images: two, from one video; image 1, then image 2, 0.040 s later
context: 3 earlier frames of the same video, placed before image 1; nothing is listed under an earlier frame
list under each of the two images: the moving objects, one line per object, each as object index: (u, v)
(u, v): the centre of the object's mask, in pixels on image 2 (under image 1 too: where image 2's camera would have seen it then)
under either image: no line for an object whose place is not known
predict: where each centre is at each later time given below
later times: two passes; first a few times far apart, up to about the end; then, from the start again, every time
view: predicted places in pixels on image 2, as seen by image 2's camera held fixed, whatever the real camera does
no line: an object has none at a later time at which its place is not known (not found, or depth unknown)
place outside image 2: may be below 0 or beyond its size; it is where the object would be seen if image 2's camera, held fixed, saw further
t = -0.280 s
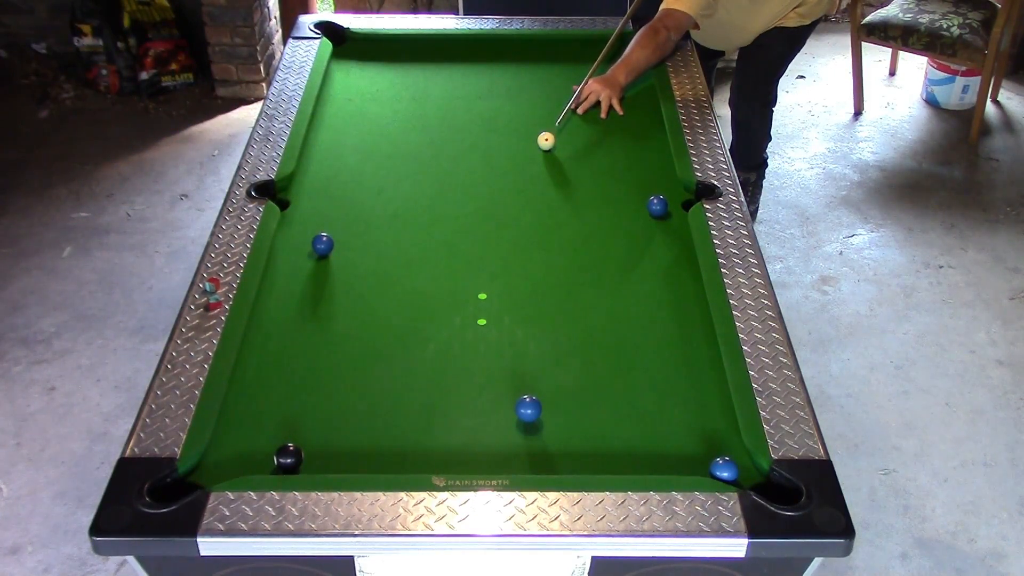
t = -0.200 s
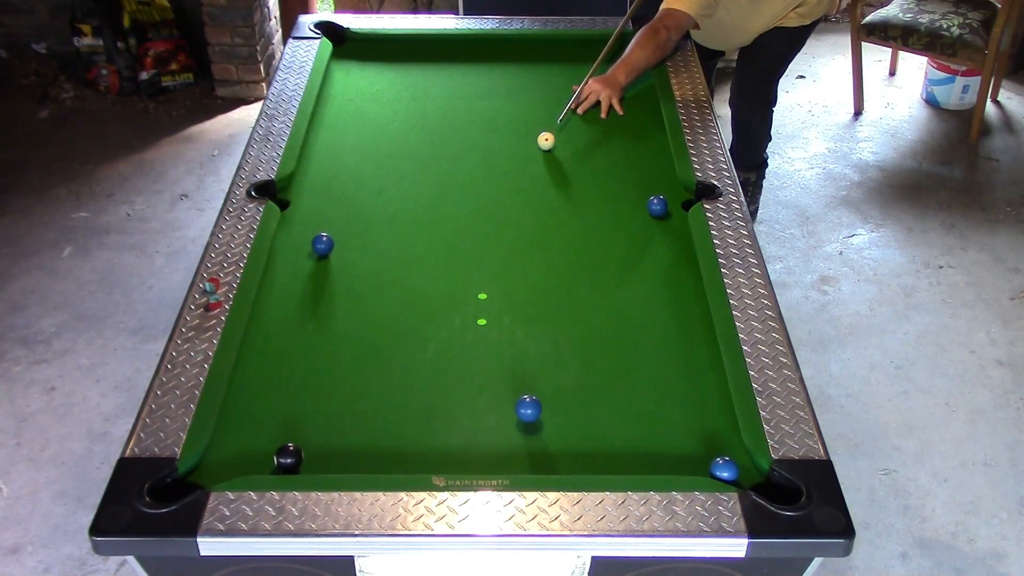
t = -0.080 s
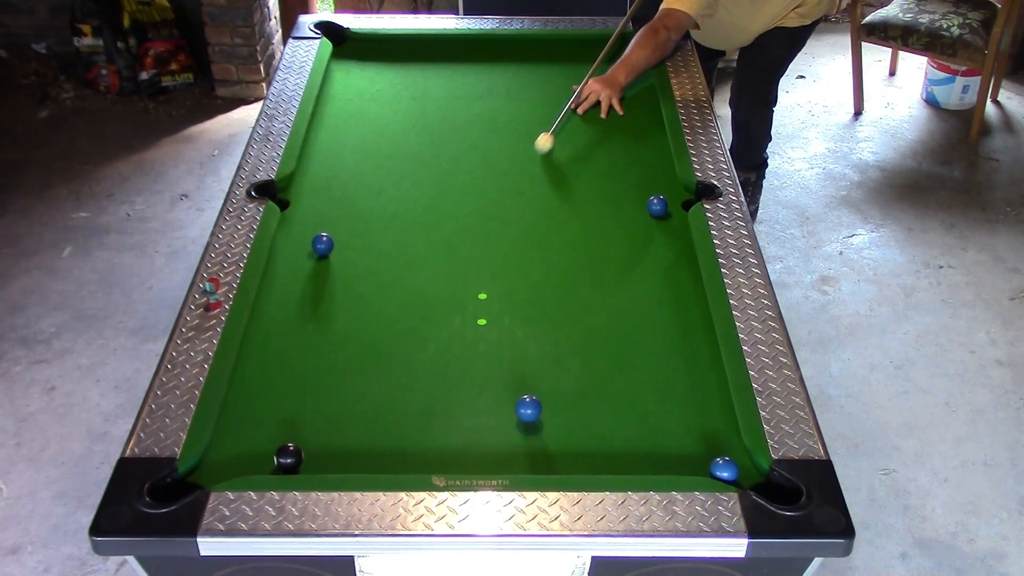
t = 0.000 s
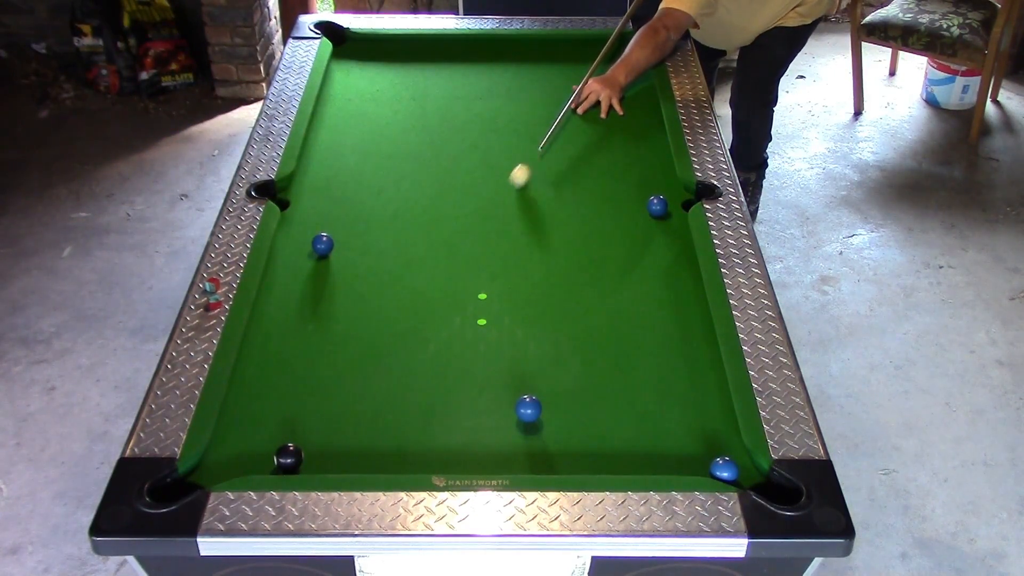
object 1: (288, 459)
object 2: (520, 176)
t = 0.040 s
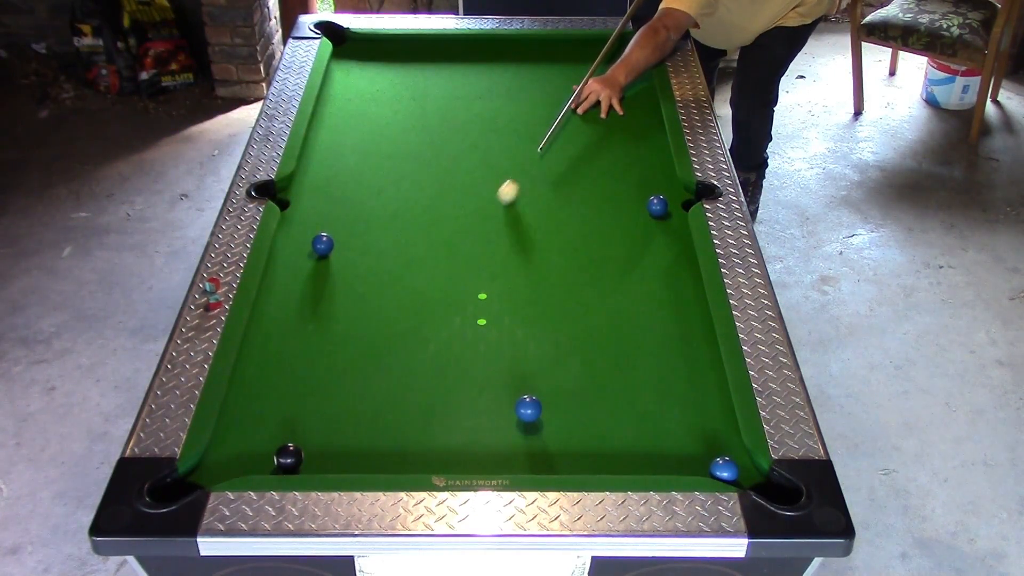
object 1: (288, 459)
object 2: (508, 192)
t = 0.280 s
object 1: (288, 459)
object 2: (430, 297)
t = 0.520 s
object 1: (288, 459)
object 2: (329, 435)
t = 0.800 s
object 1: (184, 490)
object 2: (358, 399)
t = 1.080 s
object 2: (390, 328)
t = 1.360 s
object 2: (416, 269)
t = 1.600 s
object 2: (436, 227)
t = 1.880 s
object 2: (455, 185)
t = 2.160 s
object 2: (471, 151)
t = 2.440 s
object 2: (485, 121)
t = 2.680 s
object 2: (495, 99)
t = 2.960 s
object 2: (505, 76)
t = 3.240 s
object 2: (514, 57)
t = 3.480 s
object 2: (521, 43)
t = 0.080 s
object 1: (288, 459)
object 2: (496, 208)
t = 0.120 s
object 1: (288, 459)
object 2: (484, 225)
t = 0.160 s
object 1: (288, 459)
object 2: (472, 241)
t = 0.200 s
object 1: (288, 459)
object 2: (459, 259)
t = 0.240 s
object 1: (288, 459)
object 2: (445, 278)
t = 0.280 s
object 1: (288, 459)
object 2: (430, 297)
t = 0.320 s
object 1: (288, 459)
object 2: (415, 317)
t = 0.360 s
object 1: (288, 459)
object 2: (400, 339)
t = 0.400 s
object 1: (288, 459)
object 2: (384, 361)
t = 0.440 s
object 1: (288, 459)
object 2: (366, 385)
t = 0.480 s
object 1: (288, 459)
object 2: (348, 409)
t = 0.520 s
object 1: (288, 459)
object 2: (329, 435)
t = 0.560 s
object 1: (280, 460)
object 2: (318, 457)
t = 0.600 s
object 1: (260, 463)
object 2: (326, 462)
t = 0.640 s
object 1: (242, 467)
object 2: (335, 448)
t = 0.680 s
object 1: (224, 472)
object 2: (342, 435)
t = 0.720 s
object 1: (209, 477)
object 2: (348, 422)
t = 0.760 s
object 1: (192, 482)
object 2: (353, 411)
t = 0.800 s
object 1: (184, 490)
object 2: (358, 399)
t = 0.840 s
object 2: (363, 388)
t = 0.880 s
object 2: (368, 377)
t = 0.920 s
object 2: (373, 367)
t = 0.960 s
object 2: (377, 356)
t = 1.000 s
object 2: (382, 346)
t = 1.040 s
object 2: (386, 337)
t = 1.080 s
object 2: (390, 328)
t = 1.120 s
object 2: (394, 319)
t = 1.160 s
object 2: (398, 310)
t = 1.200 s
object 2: (402, 301)
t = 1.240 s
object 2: (406, 293)
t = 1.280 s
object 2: (410, 285)
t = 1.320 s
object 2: (413, 277)
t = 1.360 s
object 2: (416, 269)
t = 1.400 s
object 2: (420, 262)
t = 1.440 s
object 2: (423, 254)
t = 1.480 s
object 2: (427, 247)
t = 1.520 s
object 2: (430, 240)
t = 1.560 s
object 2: (433, 234)
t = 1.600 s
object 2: (436, 227)
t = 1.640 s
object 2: (439, 221)
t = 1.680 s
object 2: (442, 214)
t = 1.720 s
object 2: (445, 208)
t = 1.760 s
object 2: (447, 203)
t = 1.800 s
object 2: (450, 197)
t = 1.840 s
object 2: (453, 191)
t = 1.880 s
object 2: (455, 185)
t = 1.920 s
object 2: (458, 180)
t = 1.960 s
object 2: (460, 175)
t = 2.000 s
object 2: (462, 170)
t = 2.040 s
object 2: (465, 165)
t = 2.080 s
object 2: (467, 160)
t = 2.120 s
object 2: (469, 155)
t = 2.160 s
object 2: (471, 151)
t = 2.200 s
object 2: (473, 146)
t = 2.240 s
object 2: (475, 141)
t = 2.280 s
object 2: (477, 137)
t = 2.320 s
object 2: (479, 133)
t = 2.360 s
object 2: (481, 129)
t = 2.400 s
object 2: (483, 125)
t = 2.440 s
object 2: (485, 121)
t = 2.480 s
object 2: (486, 117)
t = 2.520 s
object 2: (488, 113)
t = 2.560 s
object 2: (490, 109)
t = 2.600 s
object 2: (492, 106)
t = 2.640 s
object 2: (494, 102)
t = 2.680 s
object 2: (495, 99)
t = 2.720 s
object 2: (497, 95)
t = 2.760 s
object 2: (498, 92)
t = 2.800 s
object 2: (500, 89)
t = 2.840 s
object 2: (501, 85)
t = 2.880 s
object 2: (503, 83)
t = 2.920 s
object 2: (504, 79)
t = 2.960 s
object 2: (505, 76)
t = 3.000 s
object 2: (507, 73)
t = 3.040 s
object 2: (508, 71)
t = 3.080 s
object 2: (509, 68)
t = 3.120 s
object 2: (510, 65)
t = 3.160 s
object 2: (511, 62)
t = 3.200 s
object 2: (513, 60)
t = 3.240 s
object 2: (514, 57)
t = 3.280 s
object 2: (515, 55)
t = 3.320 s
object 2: (516, 53)
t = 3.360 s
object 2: (517, 50)
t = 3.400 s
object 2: (519, 48)
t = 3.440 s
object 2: (520, 46)
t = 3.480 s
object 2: (521, 43)
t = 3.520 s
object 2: (522, 41)
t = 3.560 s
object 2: (522, 43)
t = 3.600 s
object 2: (523, 44)
